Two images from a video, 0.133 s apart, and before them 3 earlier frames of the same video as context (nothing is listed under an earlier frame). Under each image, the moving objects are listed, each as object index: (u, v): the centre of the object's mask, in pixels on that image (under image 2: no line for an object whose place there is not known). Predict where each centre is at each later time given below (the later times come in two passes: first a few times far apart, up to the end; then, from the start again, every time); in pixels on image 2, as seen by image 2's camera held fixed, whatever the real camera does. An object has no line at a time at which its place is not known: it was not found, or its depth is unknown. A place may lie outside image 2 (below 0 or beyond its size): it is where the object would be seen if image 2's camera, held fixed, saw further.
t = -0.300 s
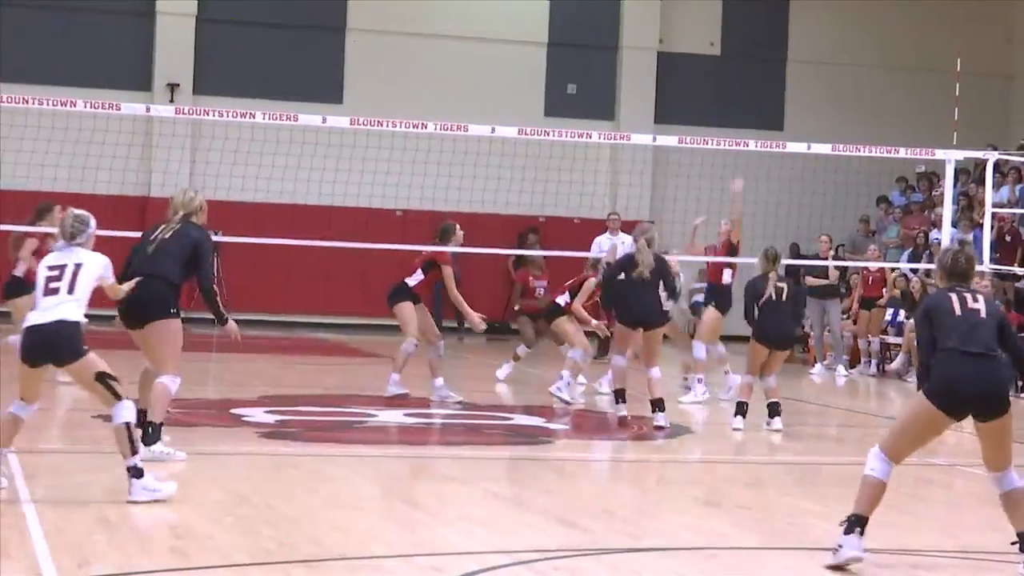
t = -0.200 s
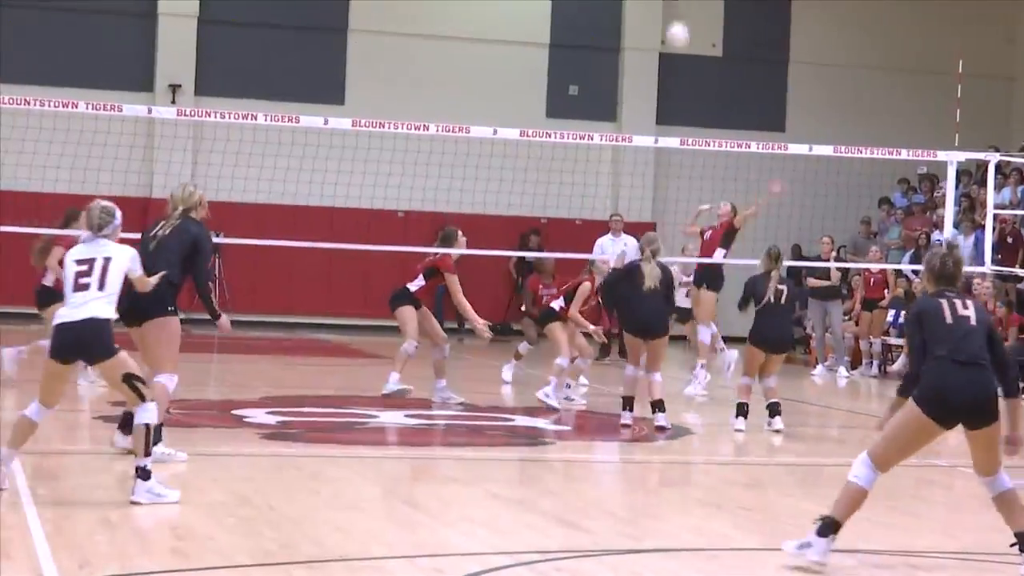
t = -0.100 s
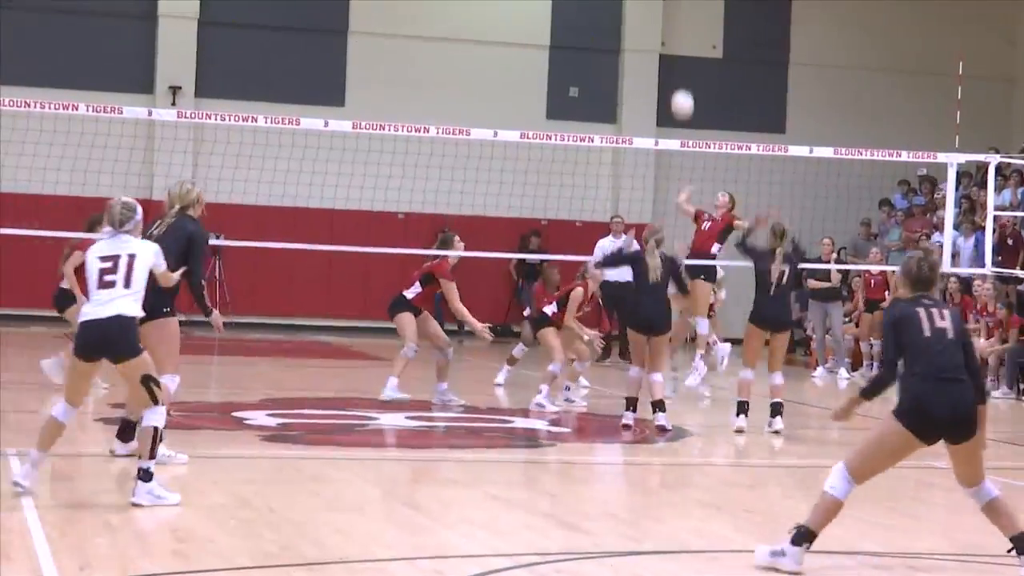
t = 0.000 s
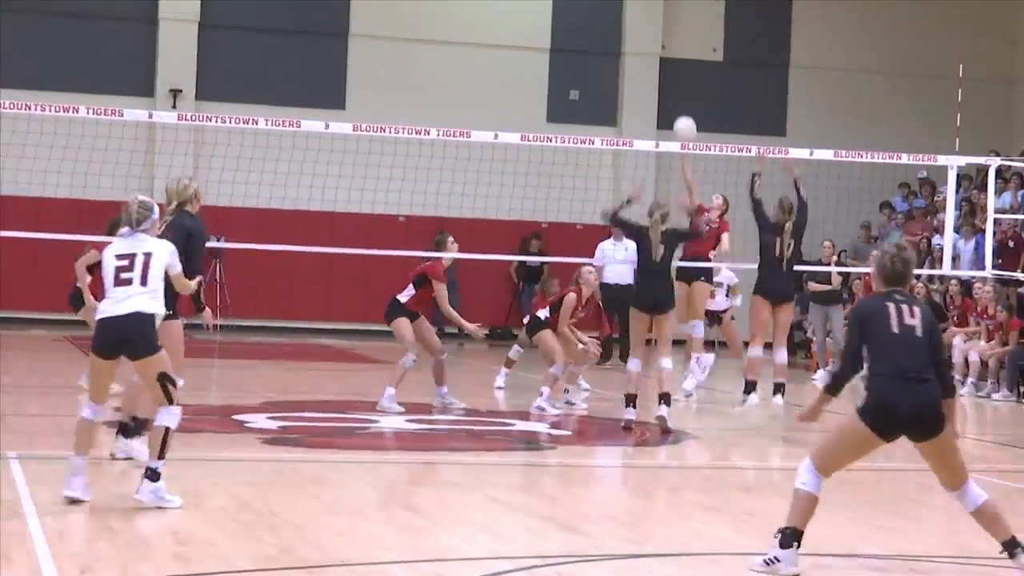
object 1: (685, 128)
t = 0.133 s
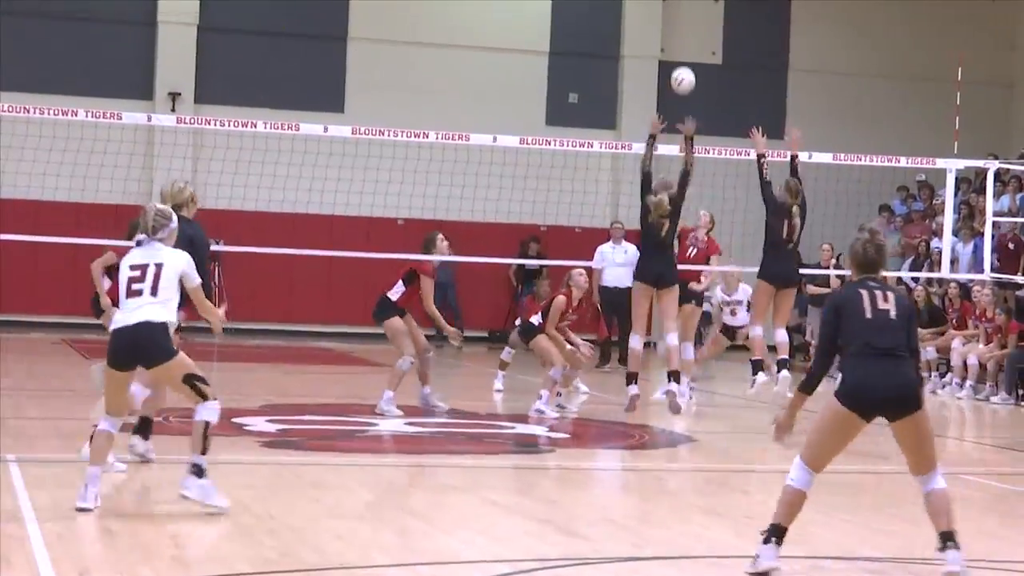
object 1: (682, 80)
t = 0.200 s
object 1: (681, 60)
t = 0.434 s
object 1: (674, 29)
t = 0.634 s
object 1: (663, 60)
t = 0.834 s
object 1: (649, 156)
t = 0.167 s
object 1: (682, 70)
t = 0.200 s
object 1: (681, 60)
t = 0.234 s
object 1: (681, 52)
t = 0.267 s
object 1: (680, 44)
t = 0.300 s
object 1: (679, 38)
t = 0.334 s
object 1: (678, 34)
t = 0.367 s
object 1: (677, 30)
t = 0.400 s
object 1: (675, 29)
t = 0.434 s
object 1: (674, 29)
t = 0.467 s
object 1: (672, 30)
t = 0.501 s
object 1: (670, 33)
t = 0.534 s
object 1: (669, 36)
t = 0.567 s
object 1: (667, 43)
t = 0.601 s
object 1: (665, 50)
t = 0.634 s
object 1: (663, 60)
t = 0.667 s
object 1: (661, 71)
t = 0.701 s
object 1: (659, 84)
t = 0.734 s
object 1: (657, 98)
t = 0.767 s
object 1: (654, 115)
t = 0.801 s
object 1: (652, 134)
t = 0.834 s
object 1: (649, 156)
